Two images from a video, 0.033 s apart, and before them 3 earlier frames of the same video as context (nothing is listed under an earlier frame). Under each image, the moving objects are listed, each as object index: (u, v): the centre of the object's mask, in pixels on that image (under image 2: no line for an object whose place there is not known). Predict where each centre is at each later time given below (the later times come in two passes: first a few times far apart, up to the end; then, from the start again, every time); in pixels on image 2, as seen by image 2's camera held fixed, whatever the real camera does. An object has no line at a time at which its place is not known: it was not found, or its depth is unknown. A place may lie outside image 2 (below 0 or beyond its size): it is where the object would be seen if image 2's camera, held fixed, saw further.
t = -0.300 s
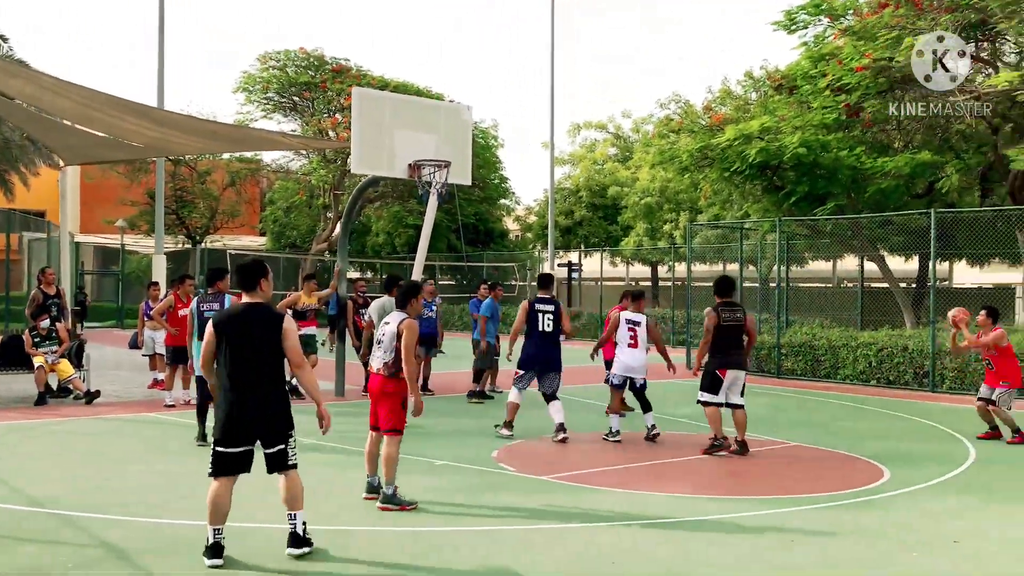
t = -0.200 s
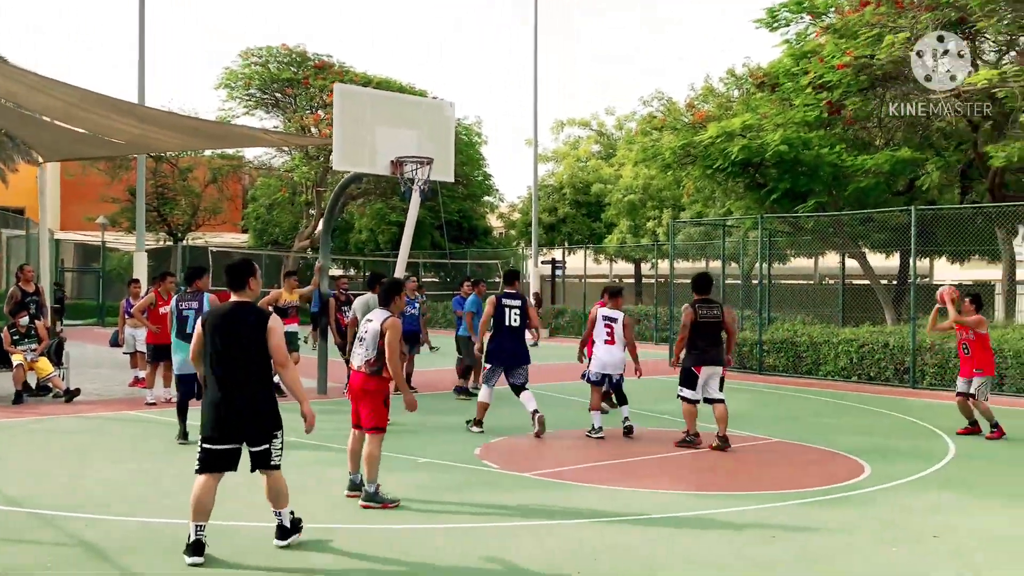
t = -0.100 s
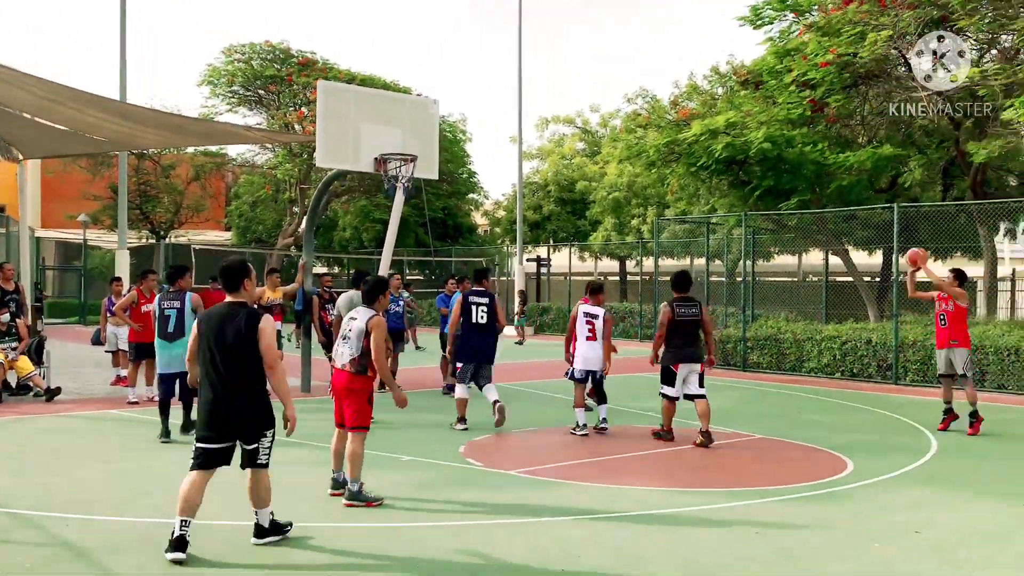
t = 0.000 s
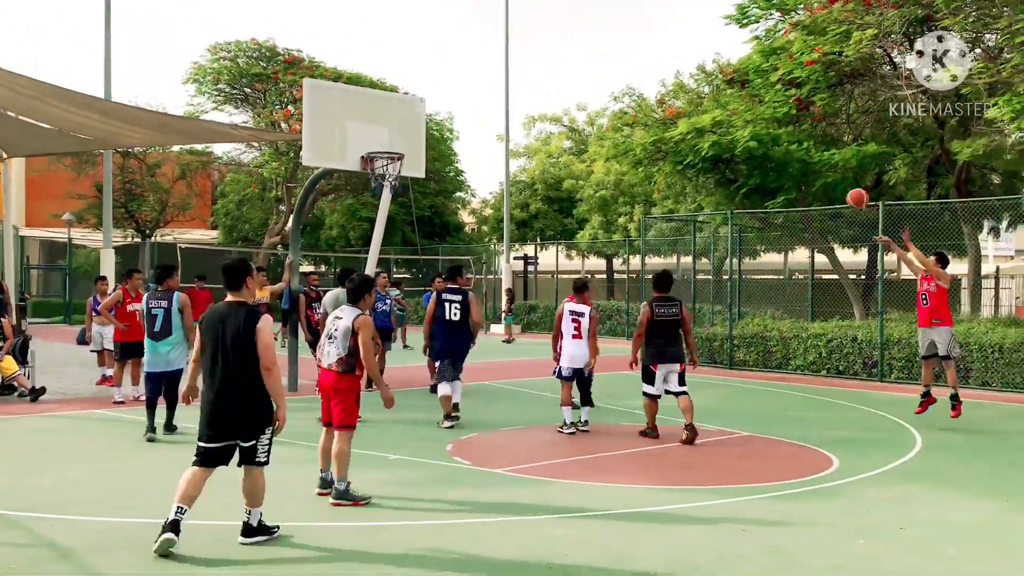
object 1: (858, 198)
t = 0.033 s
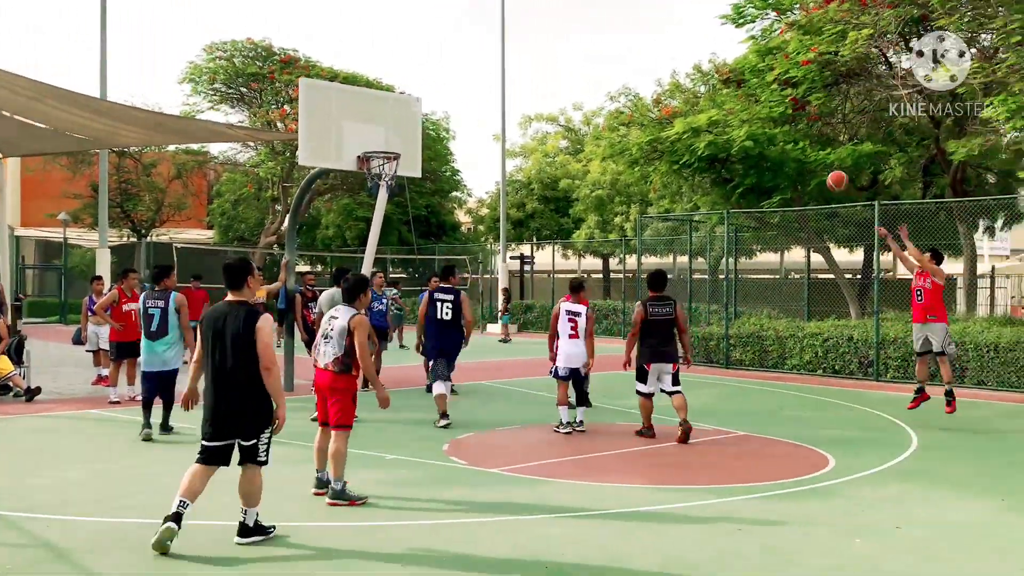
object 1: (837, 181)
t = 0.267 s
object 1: (731, 91)
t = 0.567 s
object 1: (603, 44)
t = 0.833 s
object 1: (496, 65)
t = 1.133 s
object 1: (384, 150)
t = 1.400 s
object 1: (371, 227)
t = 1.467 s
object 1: (371, 252)
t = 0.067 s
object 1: (821, 164)
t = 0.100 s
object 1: (806, 149)
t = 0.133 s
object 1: (791, 136)
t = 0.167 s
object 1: (776, 122)
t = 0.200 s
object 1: (761, 111)
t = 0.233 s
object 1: (746, 100)
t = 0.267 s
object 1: (731, 91)
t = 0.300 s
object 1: (716, 83)
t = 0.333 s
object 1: (701, 74)
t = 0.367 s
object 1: (687, 67)
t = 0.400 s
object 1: (673, 61)
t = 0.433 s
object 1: (659, 55)
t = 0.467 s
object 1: (644, 51)
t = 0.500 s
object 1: (630, 48)
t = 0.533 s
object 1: (616, 46)
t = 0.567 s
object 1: (603, 44)
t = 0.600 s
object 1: (589, 44)
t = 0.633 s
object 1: (575, 44)
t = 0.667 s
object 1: (562, 46)
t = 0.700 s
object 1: (549, 48)
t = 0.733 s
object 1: (536, 51)
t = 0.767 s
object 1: (522, 55)
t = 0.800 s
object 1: (510, 60)
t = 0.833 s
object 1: (496, 65)
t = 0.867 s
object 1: (484, 71)
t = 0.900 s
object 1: (471, 79)
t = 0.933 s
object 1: (458, 87)
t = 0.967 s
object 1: (446, 95)
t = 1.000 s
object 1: (434, 105)
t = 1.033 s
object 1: (421, 115)
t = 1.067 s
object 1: (409, 127)
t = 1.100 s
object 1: (397, 138)
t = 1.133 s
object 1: (384, 150)
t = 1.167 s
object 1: (378, 161)
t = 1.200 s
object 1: (374, 165)
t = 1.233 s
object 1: (374, 181)
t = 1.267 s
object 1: (374, 187)
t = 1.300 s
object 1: (371, 197)
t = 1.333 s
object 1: (371, 206)
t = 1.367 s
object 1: (370, 216)
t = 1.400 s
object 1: (371, 227)
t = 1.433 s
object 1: (371, 239)
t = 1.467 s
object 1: (371, 252)
